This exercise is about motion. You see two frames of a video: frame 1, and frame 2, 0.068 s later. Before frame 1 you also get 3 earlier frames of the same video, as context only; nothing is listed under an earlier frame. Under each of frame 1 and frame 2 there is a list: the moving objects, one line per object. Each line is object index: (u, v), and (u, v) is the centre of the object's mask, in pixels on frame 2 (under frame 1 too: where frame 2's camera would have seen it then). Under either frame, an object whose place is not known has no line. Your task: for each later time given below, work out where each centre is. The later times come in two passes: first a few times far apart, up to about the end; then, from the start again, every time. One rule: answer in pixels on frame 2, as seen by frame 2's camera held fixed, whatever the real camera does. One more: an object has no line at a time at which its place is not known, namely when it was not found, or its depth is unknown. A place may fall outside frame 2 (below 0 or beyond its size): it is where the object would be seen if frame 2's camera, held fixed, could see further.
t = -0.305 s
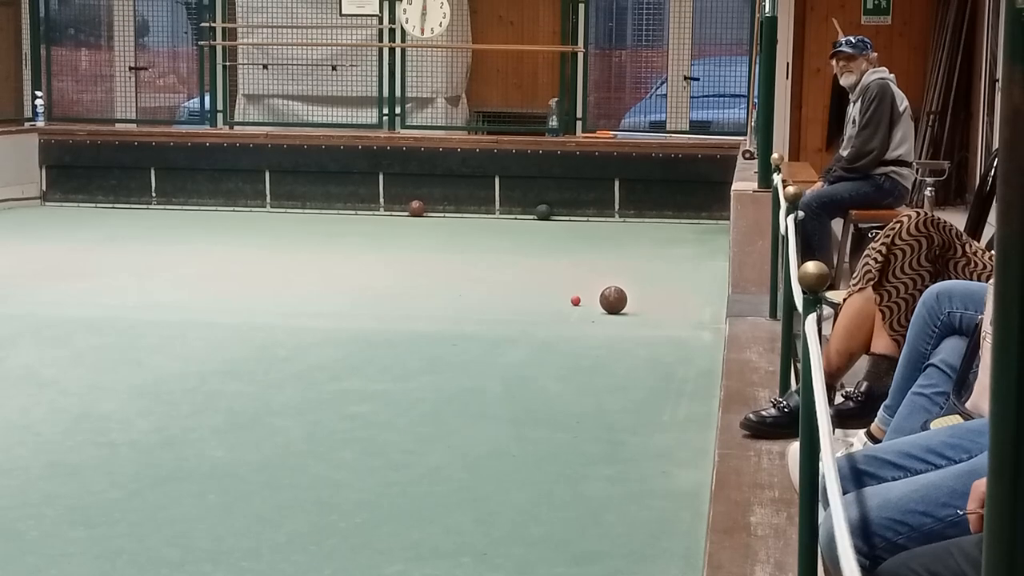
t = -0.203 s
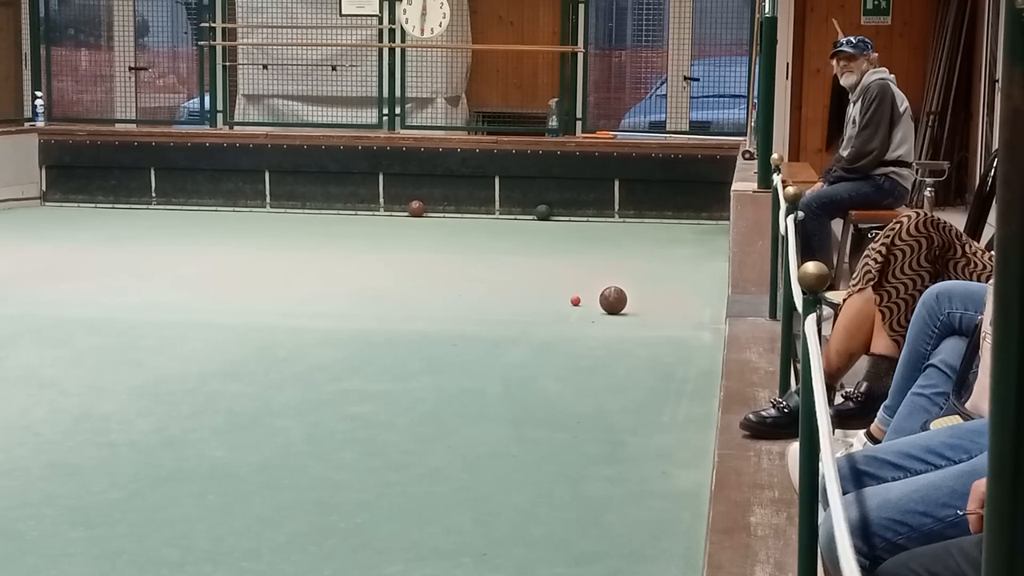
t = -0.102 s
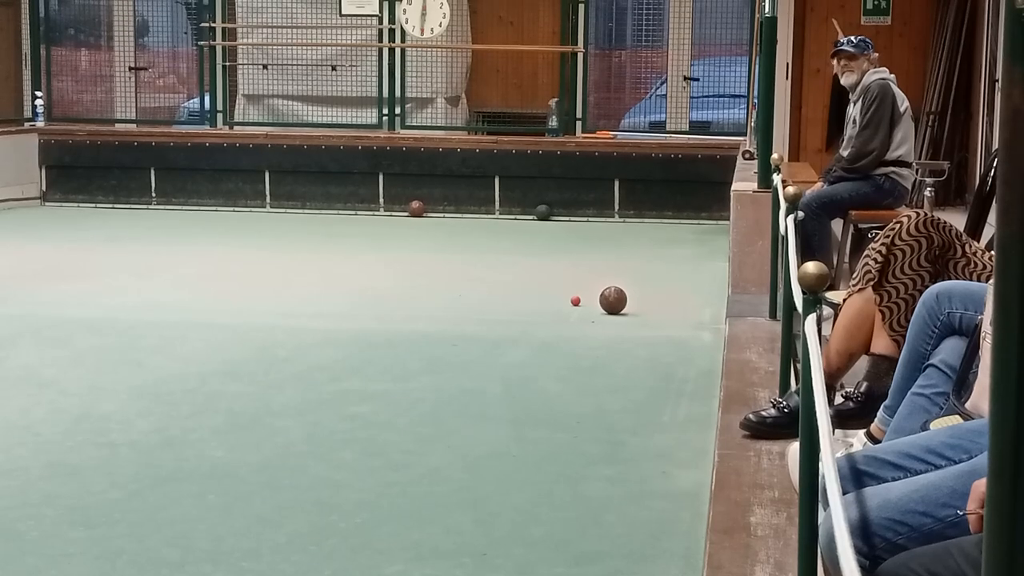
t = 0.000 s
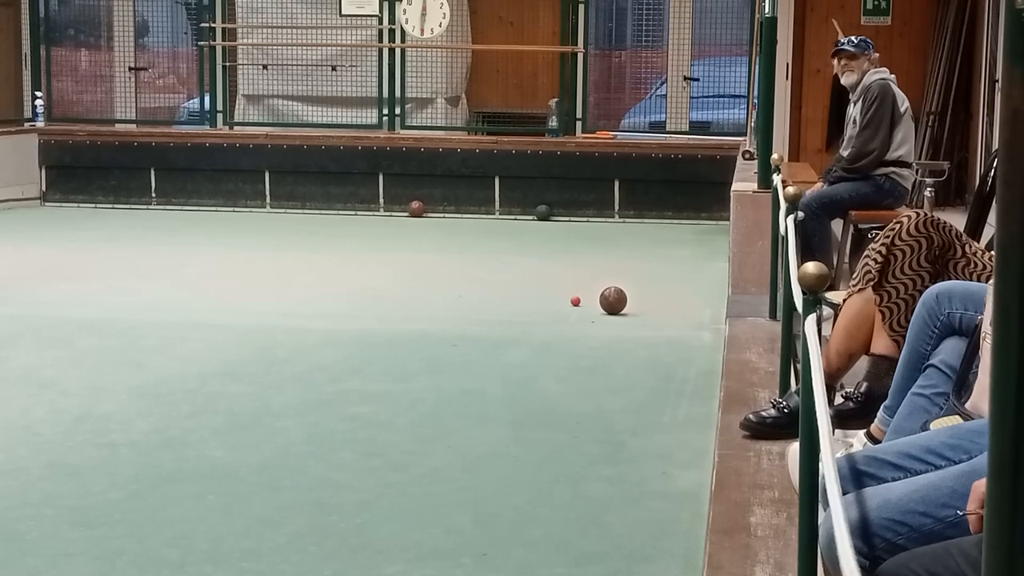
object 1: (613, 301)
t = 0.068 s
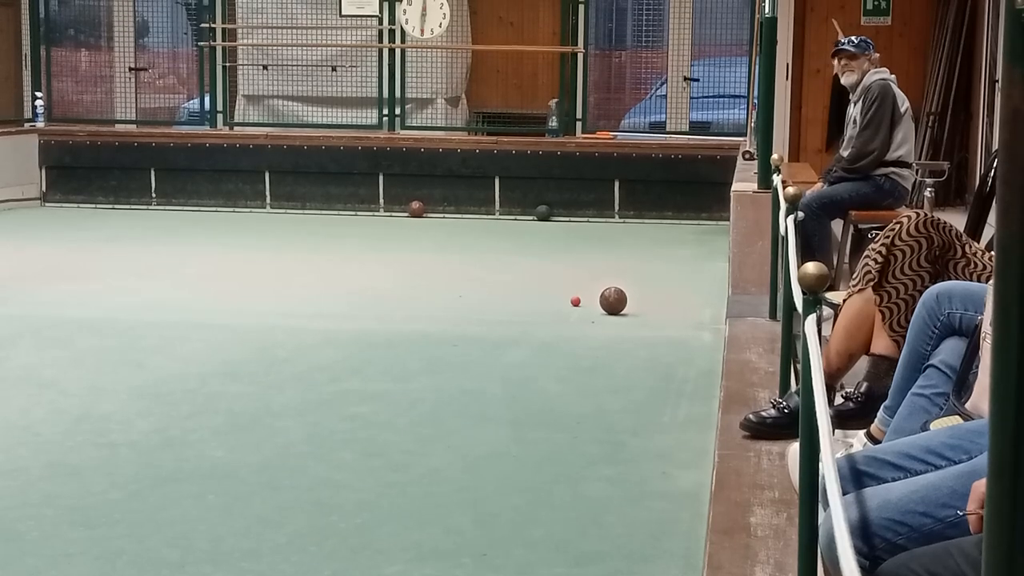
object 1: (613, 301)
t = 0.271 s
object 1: (613, 301)
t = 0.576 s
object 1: (675, 270)
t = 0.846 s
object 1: (698, 264)
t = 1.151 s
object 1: (693, 248)
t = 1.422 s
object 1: (689, 234)
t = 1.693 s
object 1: (685, 221)
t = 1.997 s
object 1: (678, 210)
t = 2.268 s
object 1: (664, 215)
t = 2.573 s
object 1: (650, 216)
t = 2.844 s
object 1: (638, 215)
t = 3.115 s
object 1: (628, 215)
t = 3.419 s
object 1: (619, 215)
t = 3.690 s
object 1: (613, 215)
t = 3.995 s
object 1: (606, 215)
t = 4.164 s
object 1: (604, 214)
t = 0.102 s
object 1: (613, 301)
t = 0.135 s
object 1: (613, 301)
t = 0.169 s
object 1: (613, 301)
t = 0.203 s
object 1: (613, 301)
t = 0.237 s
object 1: (613, 301)
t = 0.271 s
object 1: (613, 301)
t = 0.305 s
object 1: (613, 301)
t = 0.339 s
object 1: (613, 301)
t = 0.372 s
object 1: (613, 301)
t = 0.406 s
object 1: (613, 301)
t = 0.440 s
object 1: (613, 301)
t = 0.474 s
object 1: (618, 299)
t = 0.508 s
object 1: (639, 285)
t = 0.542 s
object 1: (657, 276)
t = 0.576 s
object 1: (675, 270)
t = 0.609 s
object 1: (692, 265)
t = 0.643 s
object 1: (709, 264)
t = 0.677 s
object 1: (715, 264)
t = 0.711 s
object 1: (709, 266)
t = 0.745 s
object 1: (703, 270)
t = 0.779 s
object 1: (699, 272)
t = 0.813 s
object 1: (698, 267)
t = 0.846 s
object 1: (698, 264)
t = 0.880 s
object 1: (697, 263)
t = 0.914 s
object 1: (697, 263)
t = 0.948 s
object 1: (696, 260)
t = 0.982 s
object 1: (695, 259)
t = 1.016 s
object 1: (695, 256)
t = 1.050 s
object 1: (694, 254)
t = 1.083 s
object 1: (694, 252)
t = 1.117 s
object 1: (693, 250)
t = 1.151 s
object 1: (693, 248)
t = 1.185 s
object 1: (692, 246)
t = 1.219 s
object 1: (692, 244)
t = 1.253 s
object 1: (691, 242)
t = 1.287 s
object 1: (691, 241)
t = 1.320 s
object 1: (690, 239)
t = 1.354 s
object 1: (690, 237)
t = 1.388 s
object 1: (689, 235)
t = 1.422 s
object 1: (689, 234)
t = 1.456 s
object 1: (688, 232)
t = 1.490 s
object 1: (688, 230)
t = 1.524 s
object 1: (687, 228)
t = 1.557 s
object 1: (687, 227)
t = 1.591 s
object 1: (686, 226)
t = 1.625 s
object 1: (686, 224)
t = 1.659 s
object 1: (685, 222)
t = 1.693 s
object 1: (685, 221)
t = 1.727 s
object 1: (684, 219)
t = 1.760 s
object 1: (684, 218)
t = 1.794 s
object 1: (684, 218)
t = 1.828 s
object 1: (683, 217)
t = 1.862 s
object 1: (683, 217)
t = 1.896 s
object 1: (682, 216)
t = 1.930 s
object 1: (682, 213)
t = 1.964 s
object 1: (680, 211)
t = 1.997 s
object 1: (678, 210)
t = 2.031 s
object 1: (676, 209)
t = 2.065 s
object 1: (674, 211)
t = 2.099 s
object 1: (672, 214)
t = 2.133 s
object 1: (670, 216)
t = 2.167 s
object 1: (669, 215)
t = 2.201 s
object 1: (667, 215)
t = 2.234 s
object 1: (665, 216)
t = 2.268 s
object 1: (664, 215)
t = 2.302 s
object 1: (662, 216)
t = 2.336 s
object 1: (661, 216)
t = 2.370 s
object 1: (659, 216)
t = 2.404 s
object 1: (657, 216)
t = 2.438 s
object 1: (656, 216)
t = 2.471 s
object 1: (654, 216)
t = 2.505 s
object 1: (653, 216)
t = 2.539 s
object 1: (651, 216)
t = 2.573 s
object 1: (650, 216)
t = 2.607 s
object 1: (649, 215)
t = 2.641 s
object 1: (647, 215)
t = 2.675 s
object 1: (646, 216)
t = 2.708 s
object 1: (644, 216)
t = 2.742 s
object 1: (641, 215)
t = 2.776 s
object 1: (640, 215)
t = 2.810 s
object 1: (639, 215)
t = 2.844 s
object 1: (638, 215)
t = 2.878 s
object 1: (637, 215)
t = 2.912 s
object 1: (635, 215)
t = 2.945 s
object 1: (635, 215)
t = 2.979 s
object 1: (633, 215)
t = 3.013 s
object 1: (632, 215)
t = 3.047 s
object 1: (631, 215)
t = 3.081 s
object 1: (629, 215)
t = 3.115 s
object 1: (628, 215)
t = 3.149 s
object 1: (627, 215)
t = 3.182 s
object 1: (627, 215)
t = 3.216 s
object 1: (625, 215)
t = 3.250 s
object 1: (625, 215)
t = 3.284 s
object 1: (624, 215)
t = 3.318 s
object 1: (623, 215)
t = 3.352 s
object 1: (622, 215)
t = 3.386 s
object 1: (621, 215)
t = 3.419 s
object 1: (619, 215)
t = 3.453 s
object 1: (618, 215)
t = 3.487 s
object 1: (618, 215)
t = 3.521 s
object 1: (617, 215)
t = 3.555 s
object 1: (617, 215)
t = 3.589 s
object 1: (615, 215)
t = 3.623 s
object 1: (615, 215)
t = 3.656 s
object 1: (614, 215)
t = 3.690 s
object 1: (613, 215)
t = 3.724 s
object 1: (612, 215)
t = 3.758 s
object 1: (612, 215)
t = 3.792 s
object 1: (610, 215)
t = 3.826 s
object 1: (610, 214)
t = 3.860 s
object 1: (609, 215)
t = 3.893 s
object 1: (608, 215)
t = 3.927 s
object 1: (608, 214)
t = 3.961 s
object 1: (607, 214)
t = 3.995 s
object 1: (606, 215)
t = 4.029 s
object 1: (606, 215)
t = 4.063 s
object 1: (605, 214)
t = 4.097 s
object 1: (604, 214)
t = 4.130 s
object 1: (604, 214)
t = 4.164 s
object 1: (604, 214)
